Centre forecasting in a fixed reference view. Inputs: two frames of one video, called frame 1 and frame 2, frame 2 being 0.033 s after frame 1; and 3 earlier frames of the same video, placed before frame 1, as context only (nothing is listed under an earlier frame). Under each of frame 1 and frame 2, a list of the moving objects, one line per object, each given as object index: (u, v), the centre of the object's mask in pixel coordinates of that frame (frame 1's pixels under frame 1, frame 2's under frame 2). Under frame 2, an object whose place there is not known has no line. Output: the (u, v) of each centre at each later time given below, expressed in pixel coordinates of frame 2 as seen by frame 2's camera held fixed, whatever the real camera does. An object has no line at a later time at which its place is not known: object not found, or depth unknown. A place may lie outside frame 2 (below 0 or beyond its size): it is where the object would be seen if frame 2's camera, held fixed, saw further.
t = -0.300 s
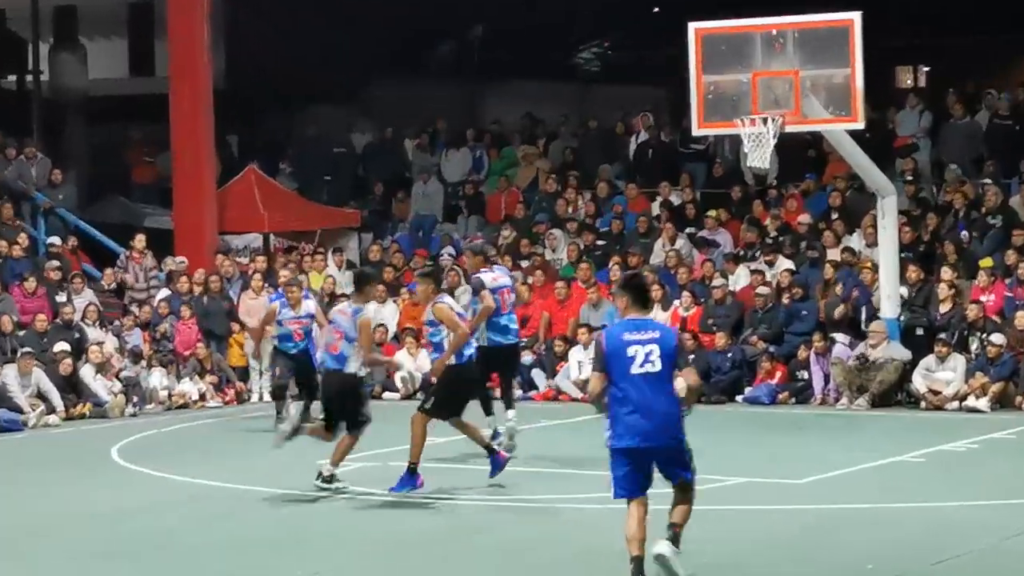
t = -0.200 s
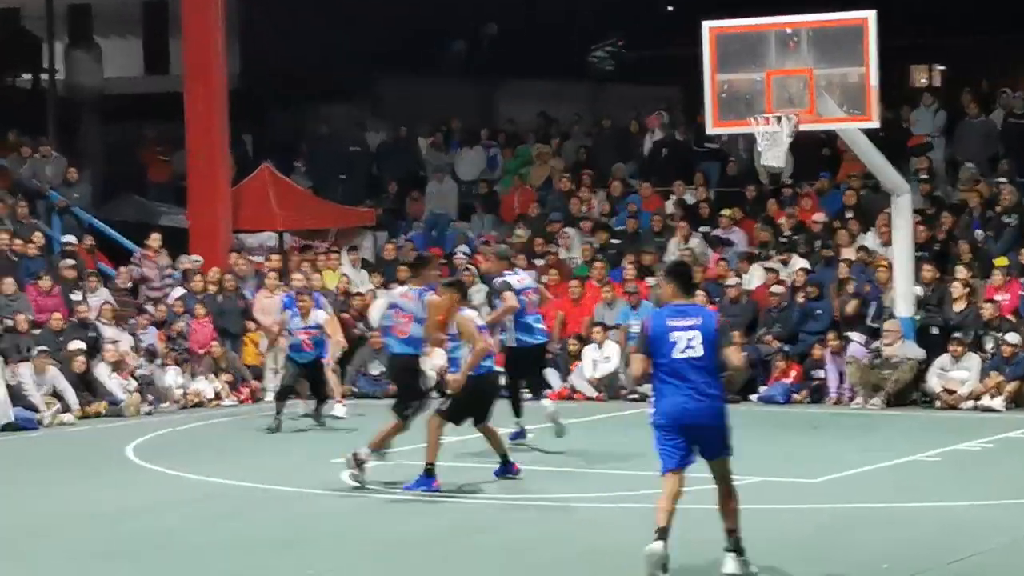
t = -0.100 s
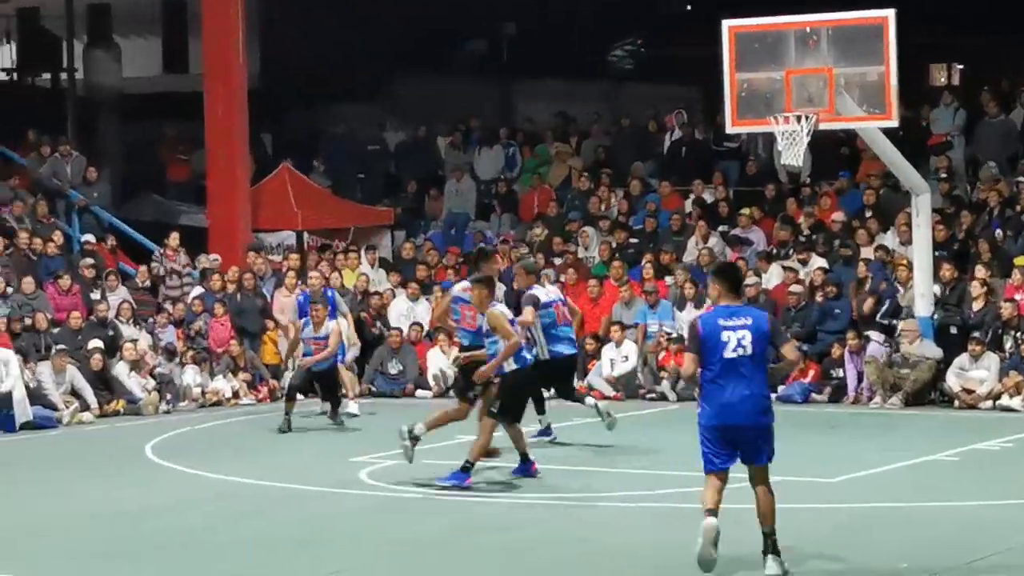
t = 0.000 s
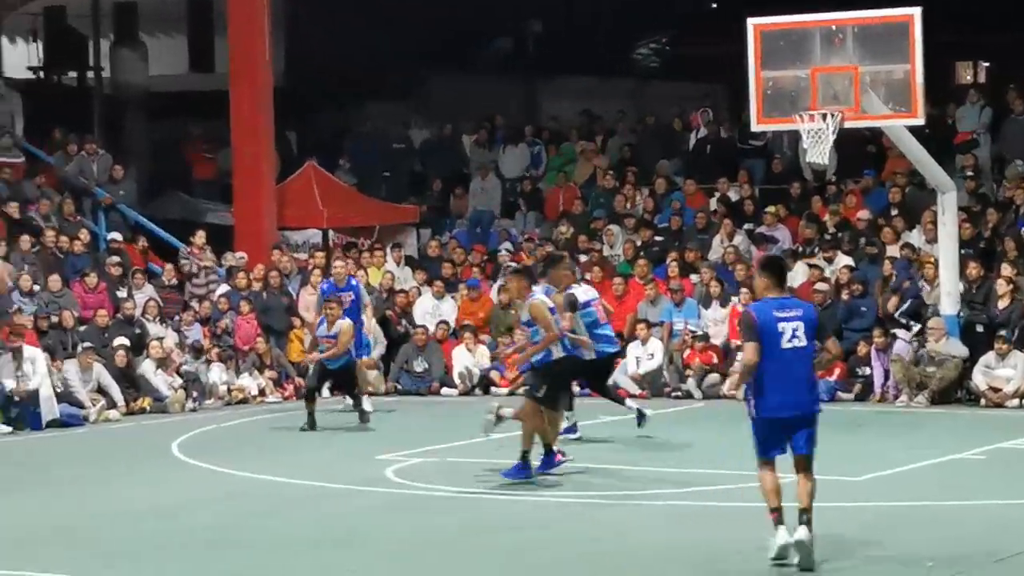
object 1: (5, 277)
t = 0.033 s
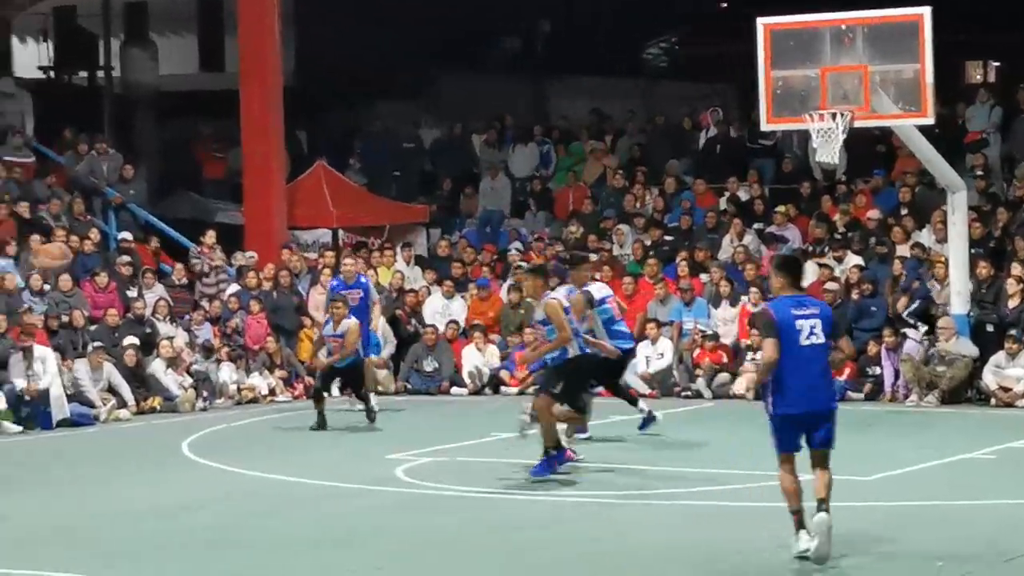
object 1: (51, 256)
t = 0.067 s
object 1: (97, 238)
